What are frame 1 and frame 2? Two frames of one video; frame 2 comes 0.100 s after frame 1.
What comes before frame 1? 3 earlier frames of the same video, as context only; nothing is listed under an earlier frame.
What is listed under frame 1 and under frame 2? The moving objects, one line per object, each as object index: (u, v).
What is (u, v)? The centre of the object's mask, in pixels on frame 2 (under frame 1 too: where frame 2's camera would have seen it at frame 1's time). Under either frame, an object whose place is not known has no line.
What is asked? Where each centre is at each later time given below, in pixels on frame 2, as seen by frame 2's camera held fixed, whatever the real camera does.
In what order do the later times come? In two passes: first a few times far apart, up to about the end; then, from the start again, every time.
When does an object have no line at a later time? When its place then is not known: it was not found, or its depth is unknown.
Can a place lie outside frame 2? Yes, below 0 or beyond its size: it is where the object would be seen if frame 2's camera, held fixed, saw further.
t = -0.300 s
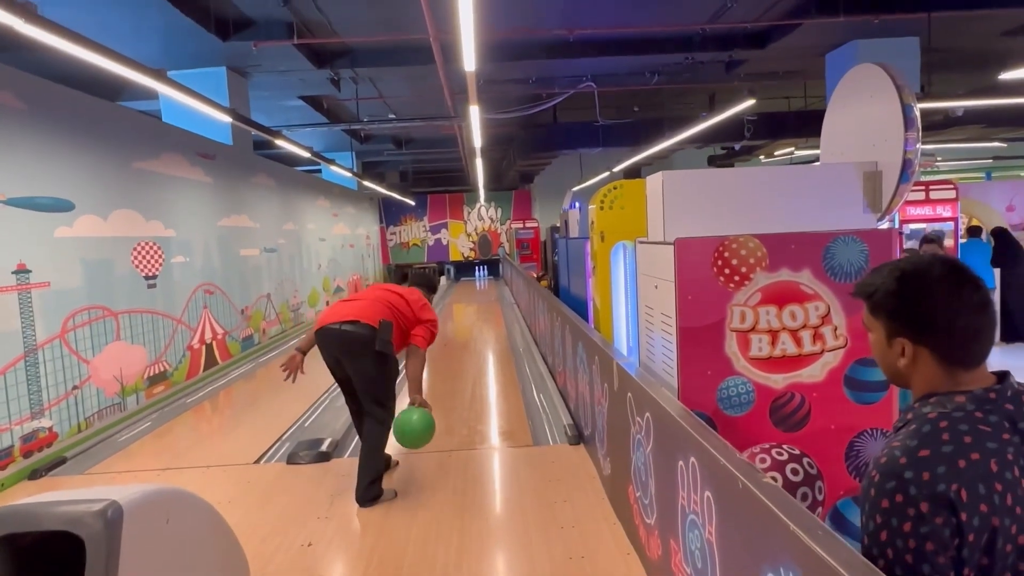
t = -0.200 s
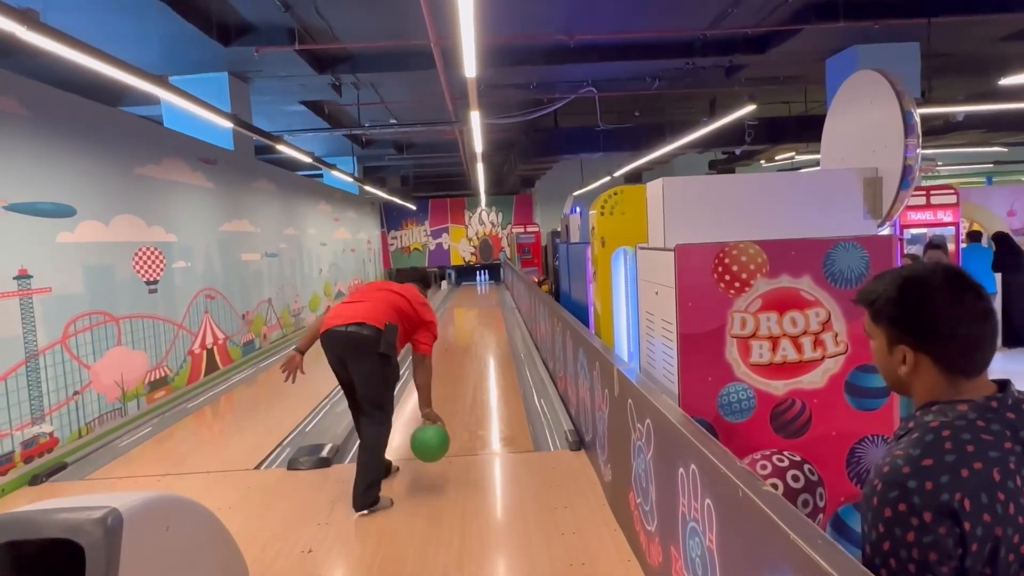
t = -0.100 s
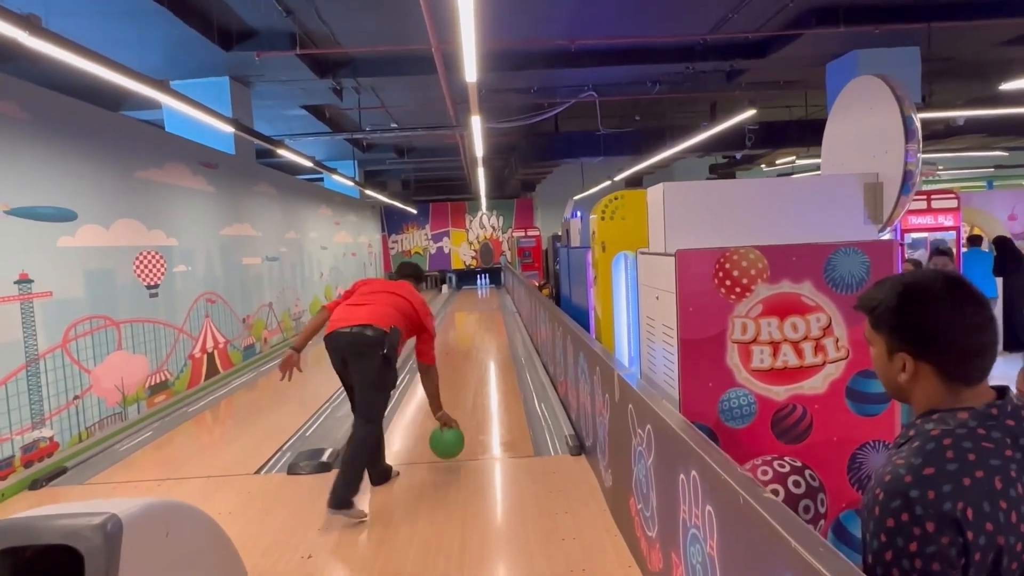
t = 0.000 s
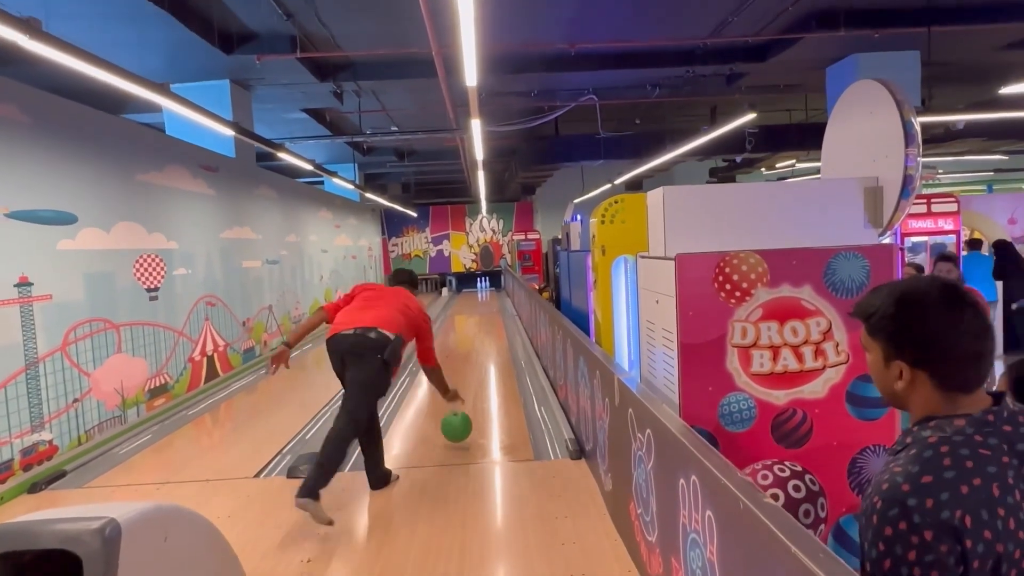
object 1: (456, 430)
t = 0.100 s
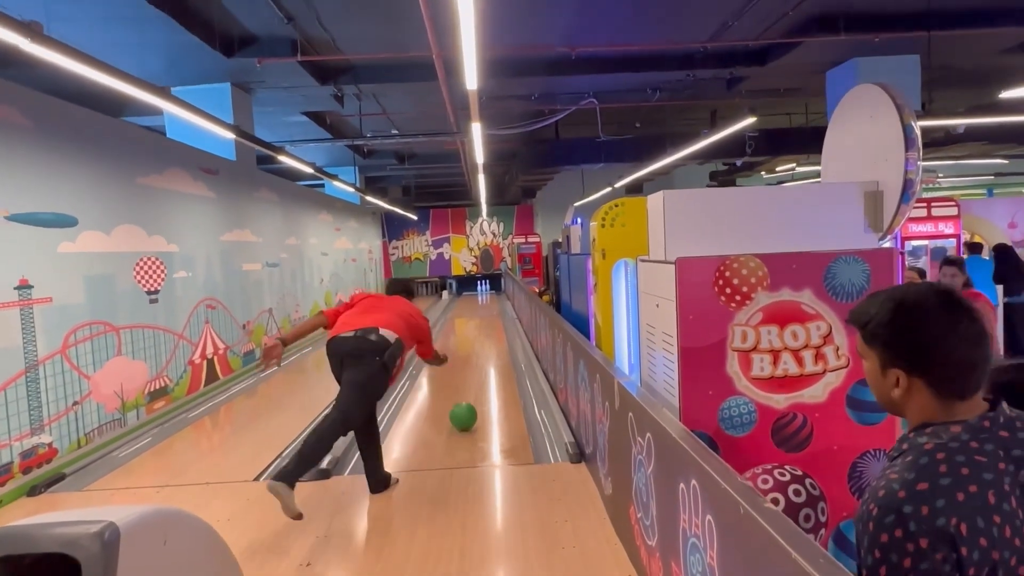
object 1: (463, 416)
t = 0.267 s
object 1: (471, 391)
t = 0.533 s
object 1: (479, 364)
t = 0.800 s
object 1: (484, 346)
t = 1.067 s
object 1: (488, 333)
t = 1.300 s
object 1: (490, 325)
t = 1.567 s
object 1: (492, 318)
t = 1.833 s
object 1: (493, 311)
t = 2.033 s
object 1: (494, 307)
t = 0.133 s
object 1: (465, 411)
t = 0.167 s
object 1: (467, 405)
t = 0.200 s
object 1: (468, 401)
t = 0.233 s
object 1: (470, 396)
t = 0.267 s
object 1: (471, 391)
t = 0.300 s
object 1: (472, 387)
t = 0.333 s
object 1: (473, 383)
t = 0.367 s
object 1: (475, 380)
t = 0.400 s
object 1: (476, 376)
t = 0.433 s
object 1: (477, 373)
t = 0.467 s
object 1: (477, 370)
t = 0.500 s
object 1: (478, 367)
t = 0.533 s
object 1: (479, 364)
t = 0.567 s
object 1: (480, 362)
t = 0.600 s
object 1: (481, 359)
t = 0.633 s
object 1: (481, 357)
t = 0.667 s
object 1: (482, 355)
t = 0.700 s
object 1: (482, 352)
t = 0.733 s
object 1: (483, 350)
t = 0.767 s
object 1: (484, 348)
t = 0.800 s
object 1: (484, 346)
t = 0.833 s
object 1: (485, 344)
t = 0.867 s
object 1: (485, 343)
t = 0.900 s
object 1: (486, 341)
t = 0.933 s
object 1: (486, 339)
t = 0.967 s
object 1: (487, 338)
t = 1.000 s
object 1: (487, 336)
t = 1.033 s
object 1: (487, 335)
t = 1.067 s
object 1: (488, 333)
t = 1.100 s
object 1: (488, 332)
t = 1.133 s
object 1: (488, 331)
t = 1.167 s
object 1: (489, 330)
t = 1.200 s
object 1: (489, 328)
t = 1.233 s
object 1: (489, 327)
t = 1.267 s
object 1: (490, 326)
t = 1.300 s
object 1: (490, 325)
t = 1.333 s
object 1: (490, 324)
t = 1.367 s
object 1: (490, 323)
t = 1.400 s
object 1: (491, 322)
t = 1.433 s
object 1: (491, 321)
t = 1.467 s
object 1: (491, 320)
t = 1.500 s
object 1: (491, 319)
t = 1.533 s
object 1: (492, 318)
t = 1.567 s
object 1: (492, 318)
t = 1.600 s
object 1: (492, 316)
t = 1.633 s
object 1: (492, 315)
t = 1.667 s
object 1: (492, 315)
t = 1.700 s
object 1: (493, 314)
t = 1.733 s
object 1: (493, 314)
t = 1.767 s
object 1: (493, 312)
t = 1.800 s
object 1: (493, 312)
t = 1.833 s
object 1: (493, 311)
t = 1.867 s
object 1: (493, 311)
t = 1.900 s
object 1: (493, 310)
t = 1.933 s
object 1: (493, 309)
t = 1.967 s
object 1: (494, 309)
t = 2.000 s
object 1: (494, 308)
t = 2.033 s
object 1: (494, 307)
